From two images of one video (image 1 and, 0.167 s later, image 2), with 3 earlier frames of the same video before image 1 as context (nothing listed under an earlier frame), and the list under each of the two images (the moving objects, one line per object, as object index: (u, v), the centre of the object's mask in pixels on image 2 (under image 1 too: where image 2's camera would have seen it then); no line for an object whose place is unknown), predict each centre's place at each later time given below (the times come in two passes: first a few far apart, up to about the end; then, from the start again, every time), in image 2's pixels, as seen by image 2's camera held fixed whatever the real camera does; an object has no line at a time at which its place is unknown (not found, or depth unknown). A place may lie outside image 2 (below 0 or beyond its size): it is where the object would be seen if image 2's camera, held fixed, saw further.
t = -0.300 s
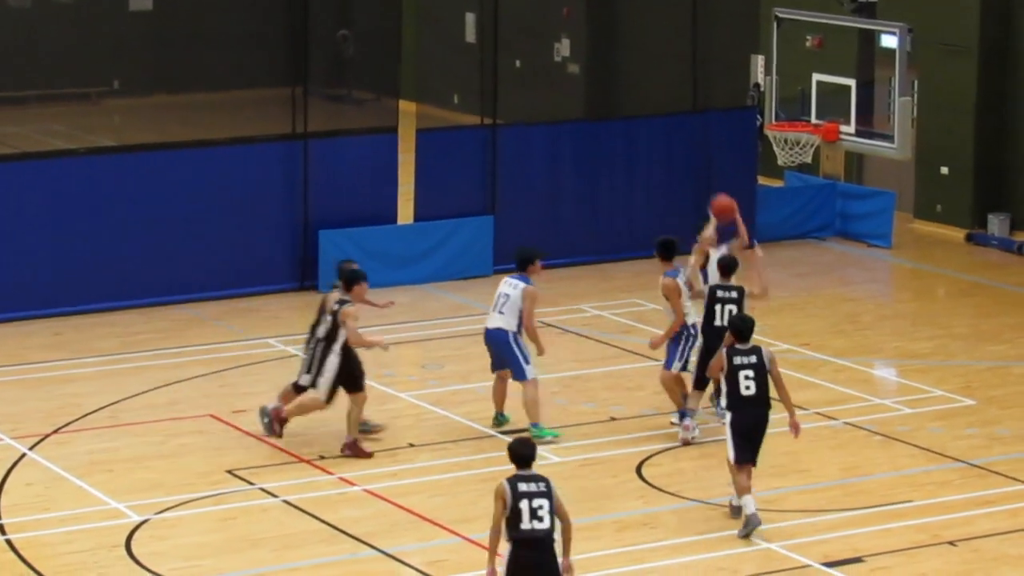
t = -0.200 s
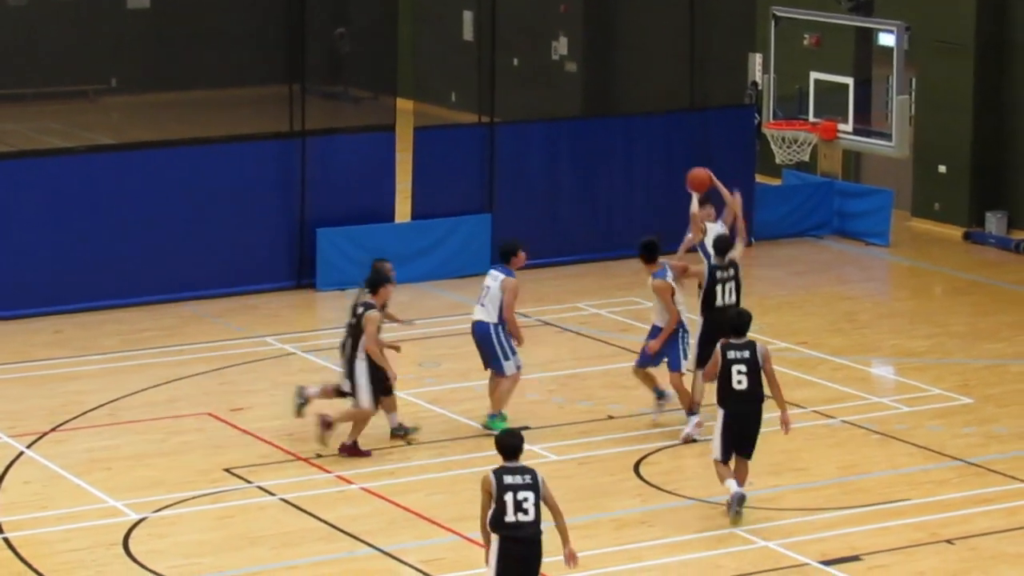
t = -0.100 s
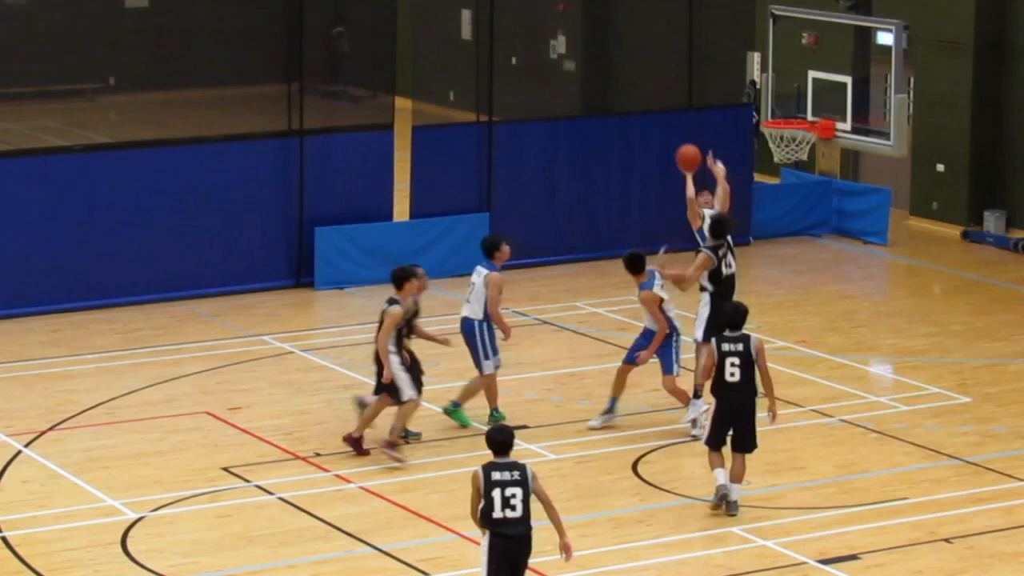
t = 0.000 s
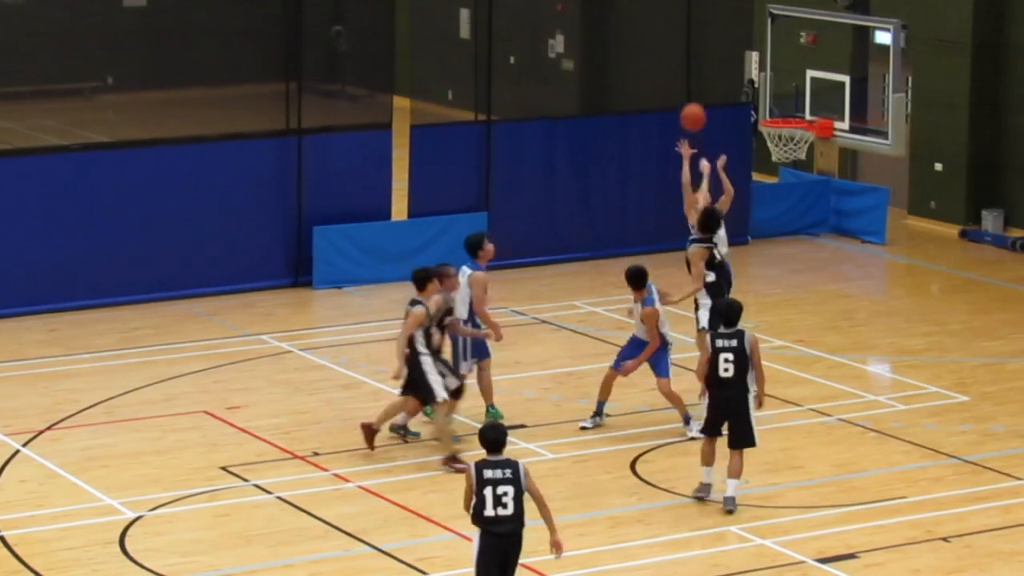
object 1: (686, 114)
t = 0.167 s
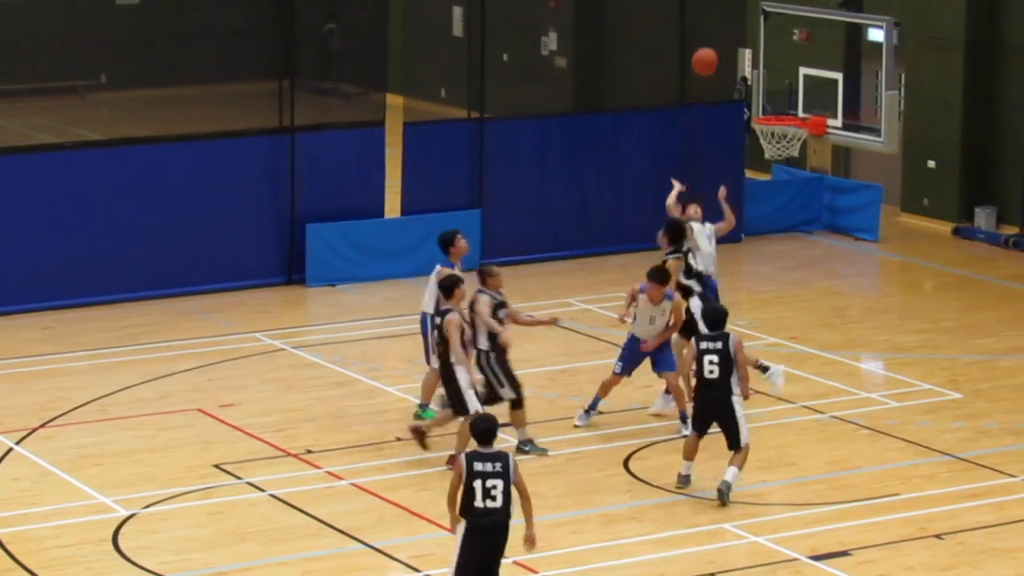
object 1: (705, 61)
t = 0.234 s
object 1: (712, 48)
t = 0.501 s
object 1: (742, 39)
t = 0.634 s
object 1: (757, 65)
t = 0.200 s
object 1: (708, 54)
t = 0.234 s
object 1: (712, 48)
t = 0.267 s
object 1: (715, 43)
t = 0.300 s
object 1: (719, 39)
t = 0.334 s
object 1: (723, 36)
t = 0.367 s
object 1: (727, 34)
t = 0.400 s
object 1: (730, 34)
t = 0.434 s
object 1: (734, 34)
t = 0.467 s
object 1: (737, 36)
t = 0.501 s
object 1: (742, 39)
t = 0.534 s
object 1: (745, 44)
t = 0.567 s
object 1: (749, 49)
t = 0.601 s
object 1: (753, 56)
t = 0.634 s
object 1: (757, 65)
